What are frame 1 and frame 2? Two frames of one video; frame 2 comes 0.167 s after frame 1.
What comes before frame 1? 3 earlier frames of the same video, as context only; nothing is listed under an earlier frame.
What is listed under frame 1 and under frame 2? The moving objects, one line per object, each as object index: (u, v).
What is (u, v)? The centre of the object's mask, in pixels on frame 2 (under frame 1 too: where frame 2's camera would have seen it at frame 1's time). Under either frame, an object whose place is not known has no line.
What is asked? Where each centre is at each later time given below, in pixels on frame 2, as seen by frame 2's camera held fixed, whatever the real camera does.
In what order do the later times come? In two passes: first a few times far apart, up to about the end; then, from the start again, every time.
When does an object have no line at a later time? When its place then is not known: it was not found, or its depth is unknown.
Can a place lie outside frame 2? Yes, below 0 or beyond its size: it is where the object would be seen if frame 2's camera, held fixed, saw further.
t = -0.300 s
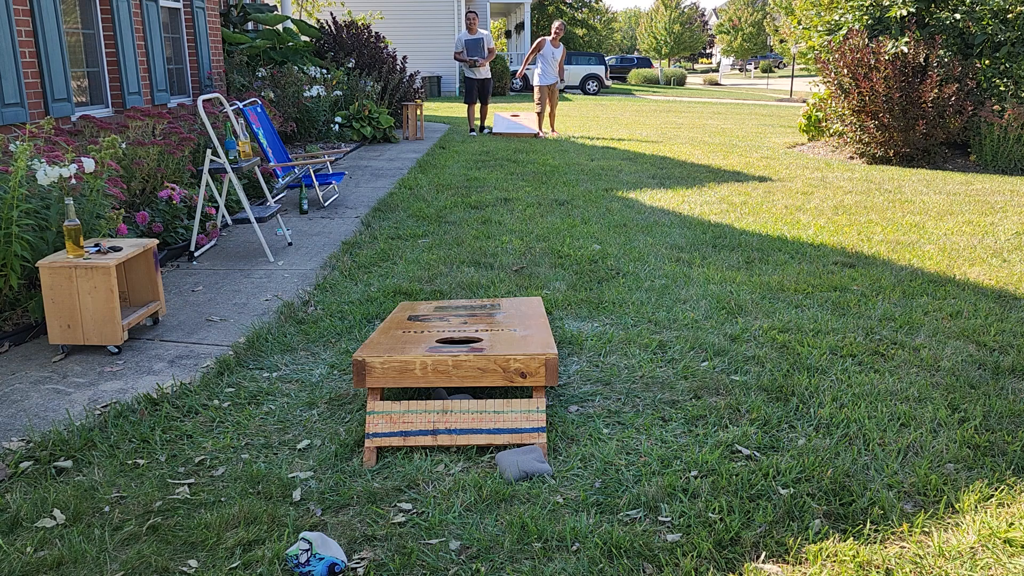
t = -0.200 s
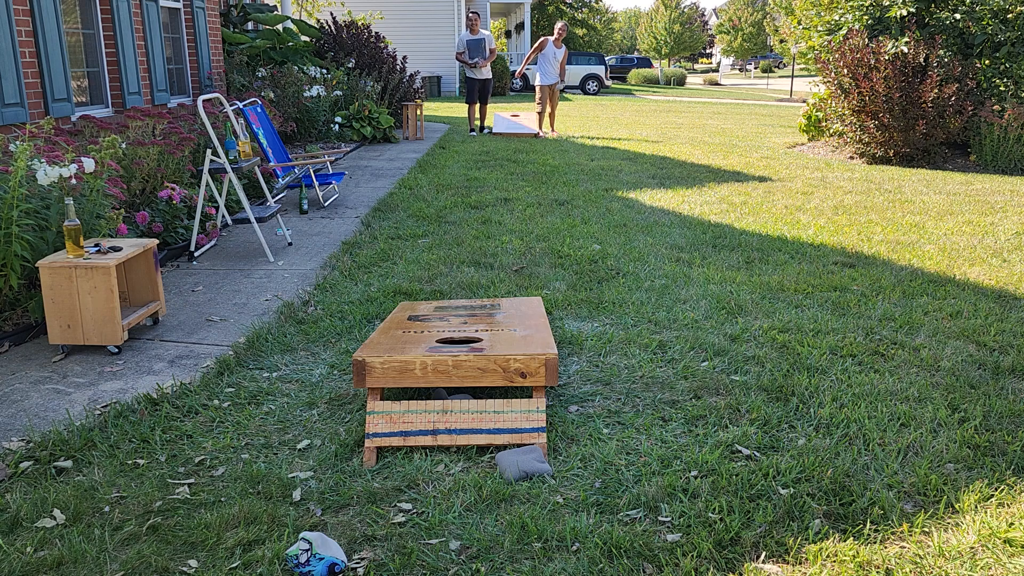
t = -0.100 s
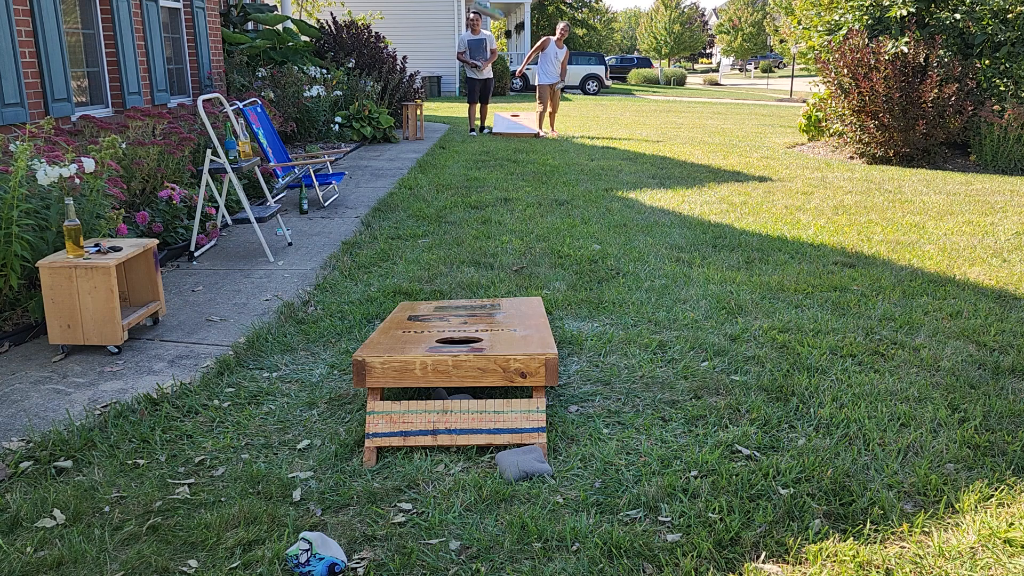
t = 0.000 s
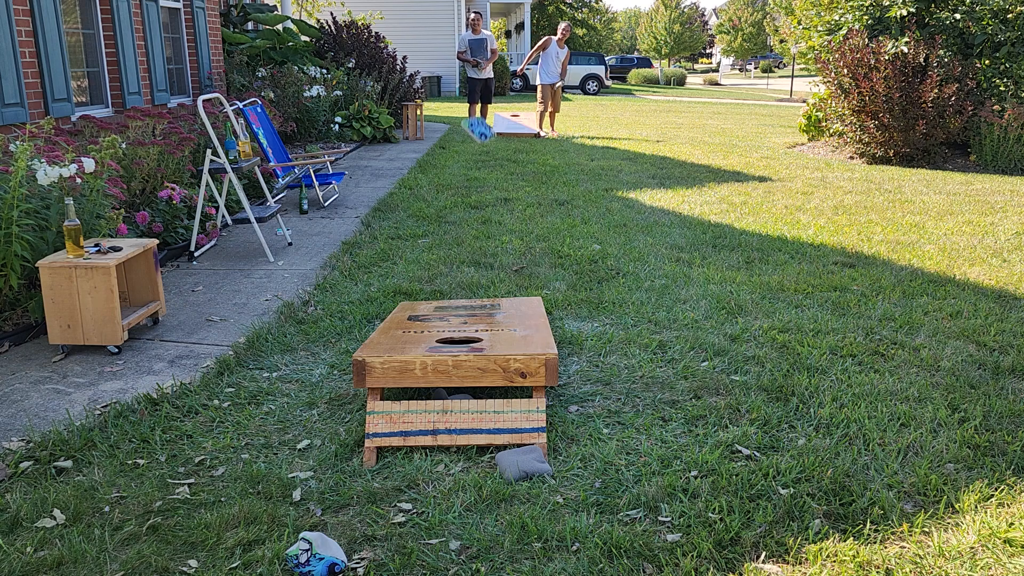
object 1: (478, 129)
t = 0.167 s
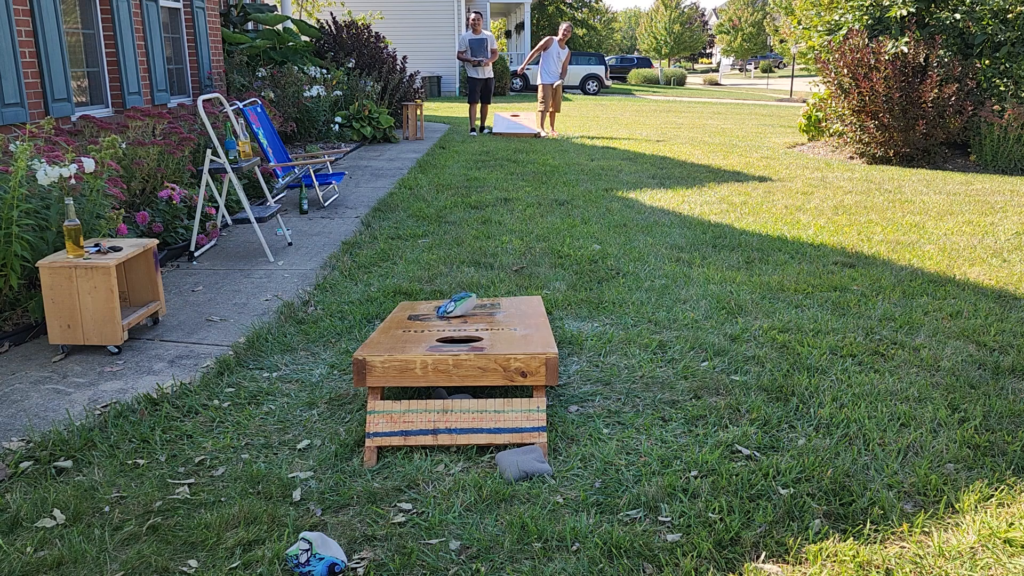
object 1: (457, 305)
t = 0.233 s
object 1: (444, 314)
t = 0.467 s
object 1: (404, 339)
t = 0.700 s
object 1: (387, 345)
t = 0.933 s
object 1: (387, 345)
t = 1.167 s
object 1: (387, 345)
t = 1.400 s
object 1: (387, 346)
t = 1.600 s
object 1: (387, 345)
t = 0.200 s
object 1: (451, 309)
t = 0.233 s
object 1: (444, 314)
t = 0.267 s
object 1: (436, 321)
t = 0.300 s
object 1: (431, 325)
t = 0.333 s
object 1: (425, 328)
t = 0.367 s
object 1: (419, 331)
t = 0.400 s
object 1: (413, 334)
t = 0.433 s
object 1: (408, 336)
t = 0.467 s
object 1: (404, 339)
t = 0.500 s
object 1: (400, 341)
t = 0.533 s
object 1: (396, 343)
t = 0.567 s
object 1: (392, 343)
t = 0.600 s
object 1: (390, 344)
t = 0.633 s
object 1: (388, 344)
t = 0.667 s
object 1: (387, 345)
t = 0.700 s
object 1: (387, 345)
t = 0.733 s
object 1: (387, 345)
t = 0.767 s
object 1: (387, 345)
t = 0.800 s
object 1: (387, 345)
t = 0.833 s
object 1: (387, 345)
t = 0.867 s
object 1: (387, 345)
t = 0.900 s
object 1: (387, 345)
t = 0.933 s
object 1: (387, 345)
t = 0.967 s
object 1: (387, 345)
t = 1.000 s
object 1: (387, 345)
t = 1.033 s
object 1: (387, 345)
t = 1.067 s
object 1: (387, 345)
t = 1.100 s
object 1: (387, 345)
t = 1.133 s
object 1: (387, 345)
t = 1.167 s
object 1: (387, 345)
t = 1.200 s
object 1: (387, 345)
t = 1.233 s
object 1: (387, 345)
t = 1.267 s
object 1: (387, 345)
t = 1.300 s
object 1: (387, 345)
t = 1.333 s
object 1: (387, 345)
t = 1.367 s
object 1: (387, 345)
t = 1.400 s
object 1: (387, 346)
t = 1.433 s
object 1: (387, 345)
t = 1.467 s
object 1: (387, 345)
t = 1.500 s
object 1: (387, 345)
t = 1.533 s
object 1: (387, 345)
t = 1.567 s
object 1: (387, 345)
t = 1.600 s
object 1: (387, 345)
